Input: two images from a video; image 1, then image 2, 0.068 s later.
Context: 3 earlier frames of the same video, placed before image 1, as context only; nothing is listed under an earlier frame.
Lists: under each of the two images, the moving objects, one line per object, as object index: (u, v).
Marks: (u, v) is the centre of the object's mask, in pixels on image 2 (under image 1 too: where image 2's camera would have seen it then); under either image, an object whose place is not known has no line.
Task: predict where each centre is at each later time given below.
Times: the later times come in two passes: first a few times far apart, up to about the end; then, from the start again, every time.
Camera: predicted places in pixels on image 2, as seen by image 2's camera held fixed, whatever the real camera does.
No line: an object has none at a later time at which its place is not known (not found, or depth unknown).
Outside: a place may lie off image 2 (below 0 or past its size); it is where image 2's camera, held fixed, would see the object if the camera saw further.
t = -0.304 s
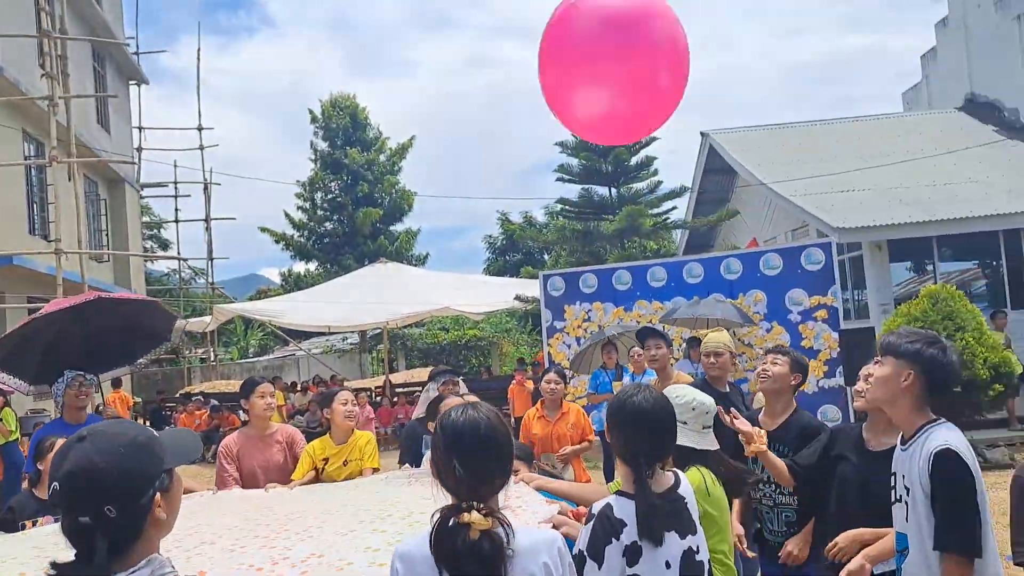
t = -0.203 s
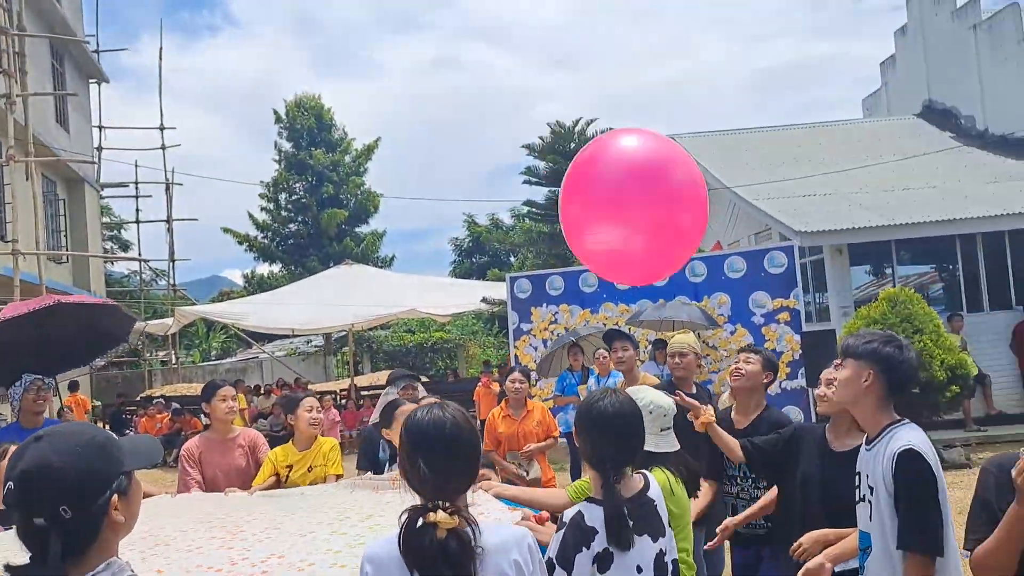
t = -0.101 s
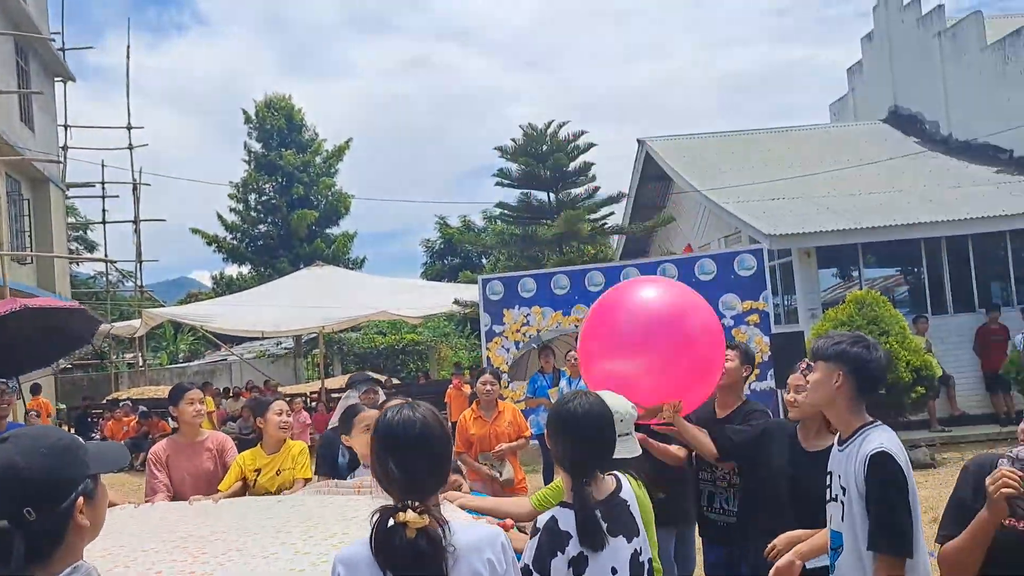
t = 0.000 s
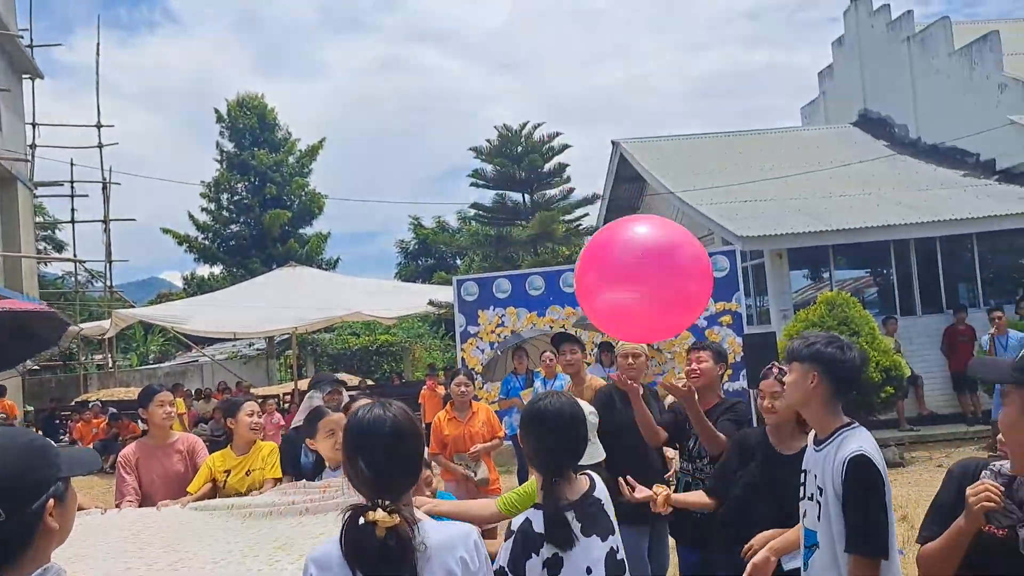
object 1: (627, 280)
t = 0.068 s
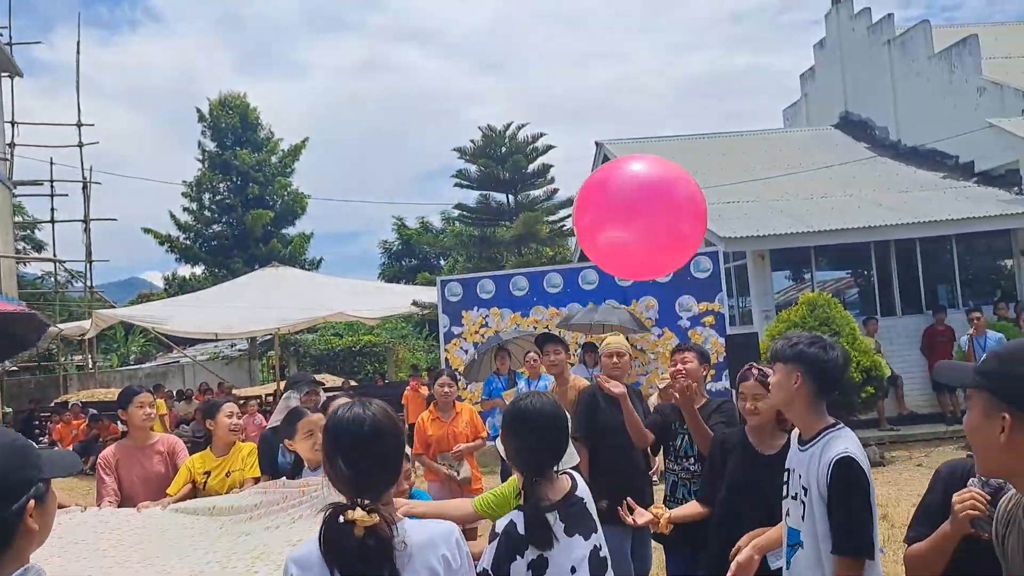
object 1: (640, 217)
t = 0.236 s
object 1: (674, 105)
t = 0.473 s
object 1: (726, 42)
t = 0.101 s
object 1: (647, 190)
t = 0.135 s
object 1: (653, 165)
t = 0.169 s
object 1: (660, 143)
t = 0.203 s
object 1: (667, 123)
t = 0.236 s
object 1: (674, 105)
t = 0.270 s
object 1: (681, 89)
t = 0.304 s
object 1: (688, 76)
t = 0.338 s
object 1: (695, 65)
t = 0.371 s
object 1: (703, 56)
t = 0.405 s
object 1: (710, 49)
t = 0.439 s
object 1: (718, 44)
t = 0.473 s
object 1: (726, 42)
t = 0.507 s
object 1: (733, 40)
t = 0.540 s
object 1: (741, 41)
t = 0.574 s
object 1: (749, 43)
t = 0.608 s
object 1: (757, 48)
